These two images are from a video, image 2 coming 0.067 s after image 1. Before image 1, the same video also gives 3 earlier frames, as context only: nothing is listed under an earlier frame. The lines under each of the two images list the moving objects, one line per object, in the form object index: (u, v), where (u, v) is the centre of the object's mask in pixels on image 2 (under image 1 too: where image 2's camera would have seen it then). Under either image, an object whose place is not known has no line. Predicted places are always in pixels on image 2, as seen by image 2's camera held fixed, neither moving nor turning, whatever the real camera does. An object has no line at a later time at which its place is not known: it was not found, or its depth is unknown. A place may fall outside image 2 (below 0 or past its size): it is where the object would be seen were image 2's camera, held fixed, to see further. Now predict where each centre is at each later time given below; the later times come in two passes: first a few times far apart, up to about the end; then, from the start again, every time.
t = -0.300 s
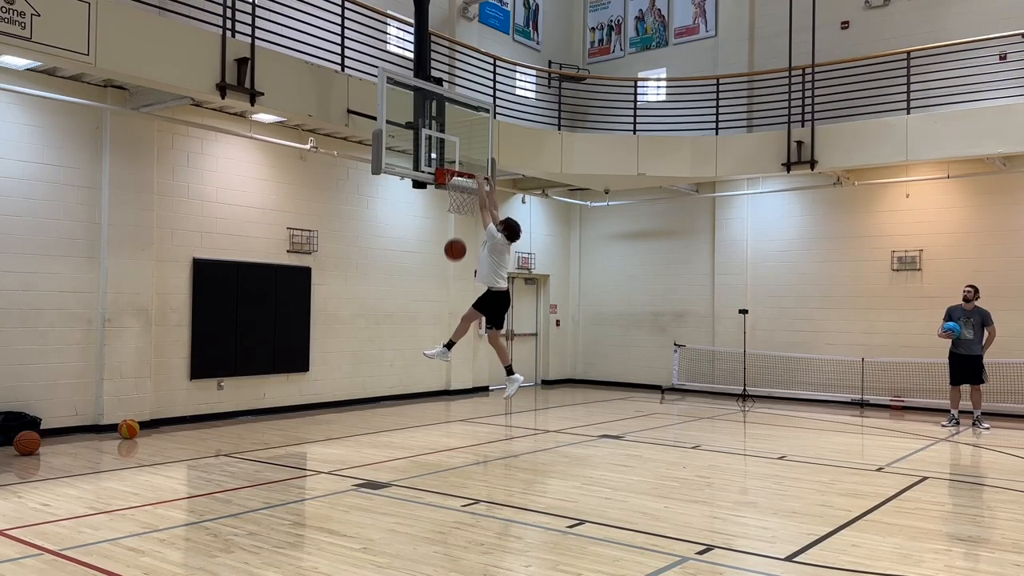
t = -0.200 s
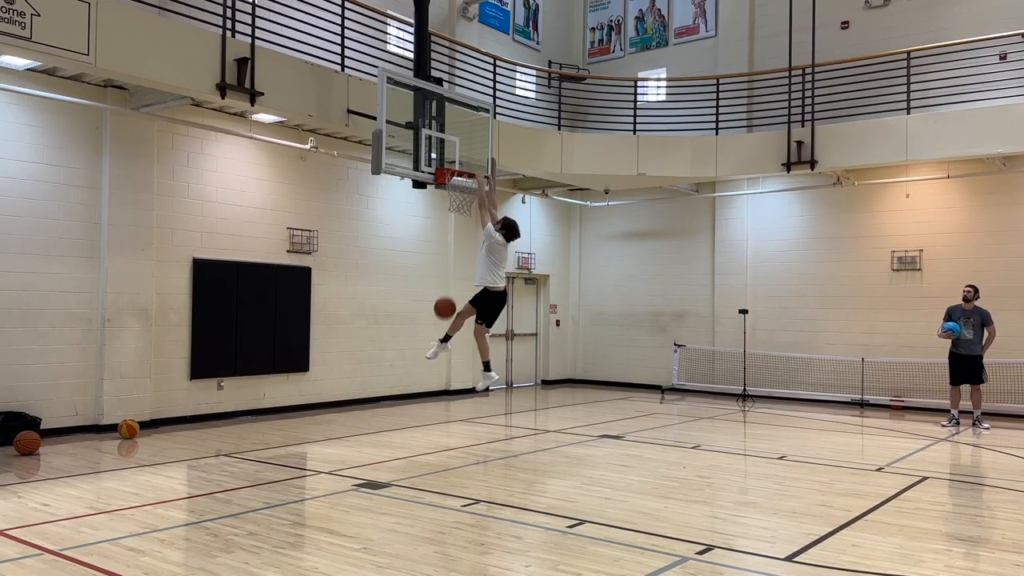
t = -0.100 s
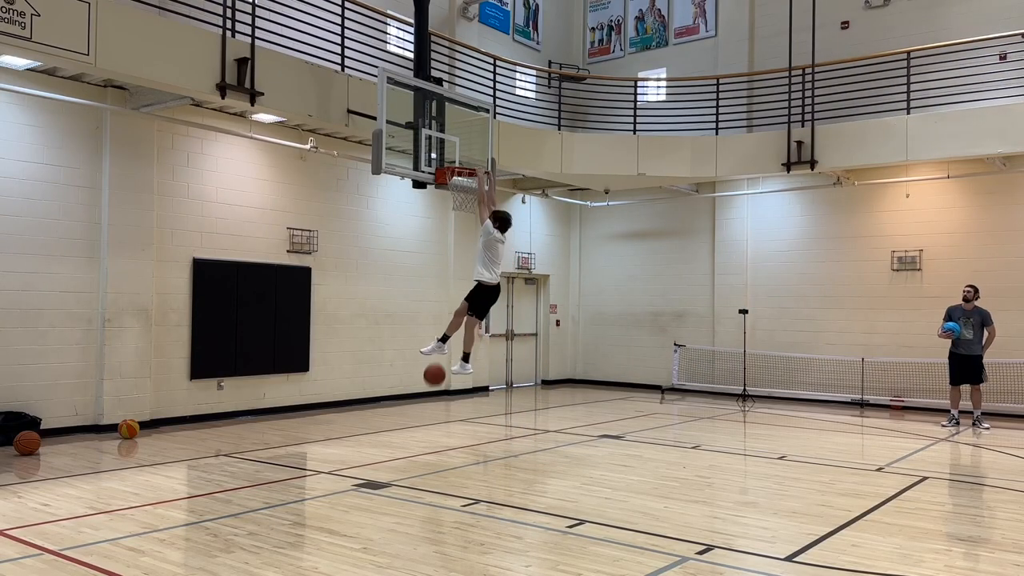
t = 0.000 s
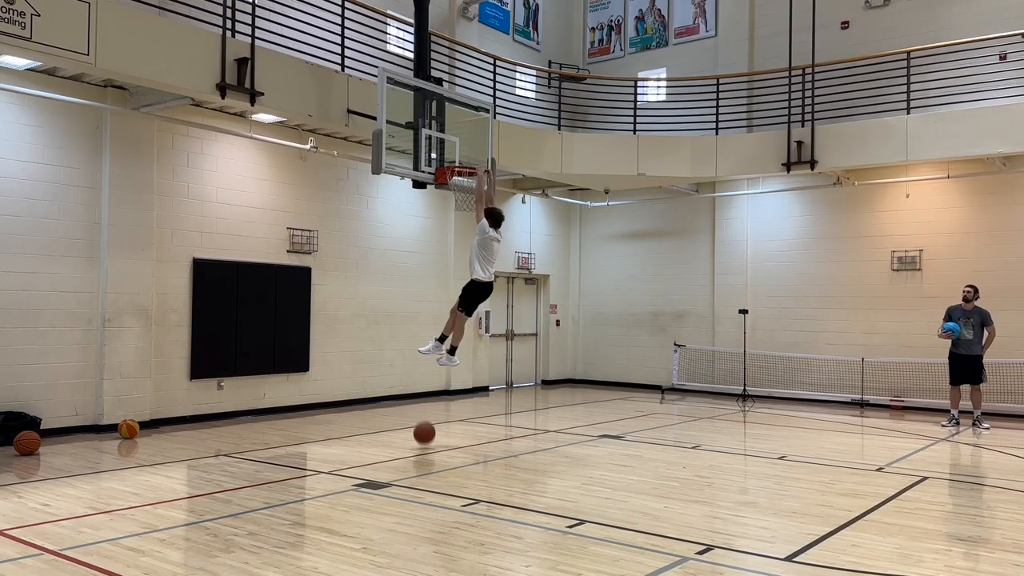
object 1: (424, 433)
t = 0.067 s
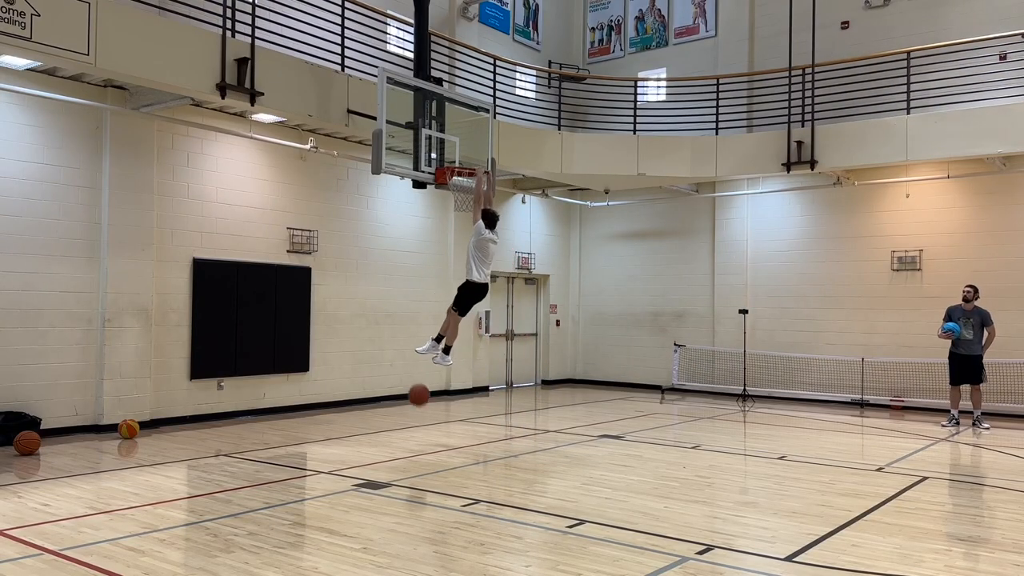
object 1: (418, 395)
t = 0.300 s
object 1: (399, 297)
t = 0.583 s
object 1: (376, 247)
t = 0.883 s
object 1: (351, 268)
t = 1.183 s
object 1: (325, 365)
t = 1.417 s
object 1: (310, 391)
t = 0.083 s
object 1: (417, 387)
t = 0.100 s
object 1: (416, 378)
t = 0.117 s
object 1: (414, 369)
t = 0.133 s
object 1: (413, 362)
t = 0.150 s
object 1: (412, 354)
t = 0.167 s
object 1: (410, 347)
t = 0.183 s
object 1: (409, 339)
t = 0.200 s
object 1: (407, 333)
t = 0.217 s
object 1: (406, 326)
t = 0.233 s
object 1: (405, 320)
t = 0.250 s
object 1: (403, 314)
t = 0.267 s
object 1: (402, 308)
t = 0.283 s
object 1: (401, 302)
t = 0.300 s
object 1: (399, 297)
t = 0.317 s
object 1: (398, 292)
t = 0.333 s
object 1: (396, 287)
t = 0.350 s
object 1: (395, 283)
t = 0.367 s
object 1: (394, 279)
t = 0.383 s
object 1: (392, 275)
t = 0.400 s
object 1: (391, 271)
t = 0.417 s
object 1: (389, 268)
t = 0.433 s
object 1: (388, 265)
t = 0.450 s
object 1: (387, 262)
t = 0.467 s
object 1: (385, 259)
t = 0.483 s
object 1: (384, 256)
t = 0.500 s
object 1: (383, 254)
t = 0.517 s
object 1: (381, 252)
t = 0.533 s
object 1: (380, 250)
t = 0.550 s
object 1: (378, 249)
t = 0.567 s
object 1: (377, 248)
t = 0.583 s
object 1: (376, 247)
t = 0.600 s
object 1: (374, 246)
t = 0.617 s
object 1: (373, 245)
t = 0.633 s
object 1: (371, 245)
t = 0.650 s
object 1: (370, 245)
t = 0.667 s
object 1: (369, 245)
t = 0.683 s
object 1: (367, 246)
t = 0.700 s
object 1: (366, 246)
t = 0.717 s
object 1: (365, 247)
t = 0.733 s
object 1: (363, 248)
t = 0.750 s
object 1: (362, 249)
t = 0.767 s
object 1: (360, 251)
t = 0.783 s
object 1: (359, 253)
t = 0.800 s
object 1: (358, 255)
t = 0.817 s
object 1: (356, 257)
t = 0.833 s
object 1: (355, 260)
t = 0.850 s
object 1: (354, 262)
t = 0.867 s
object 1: (352, 265)
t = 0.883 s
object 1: (351, 268)
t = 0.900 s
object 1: (349, 272)
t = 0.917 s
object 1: (348, 275)
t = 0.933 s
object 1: (346, 279)
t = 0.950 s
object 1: (345, 284)
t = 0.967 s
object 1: (344, 288)
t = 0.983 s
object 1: (342, 292)
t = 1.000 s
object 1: (341, 297)
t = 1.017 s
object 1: (339, 302)
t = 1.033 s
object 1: (338, 308)
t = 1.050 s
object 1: (336, 313)
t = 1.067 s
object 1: (335, 319)
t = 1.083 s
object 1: (334, 324)
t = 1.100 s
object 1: (332, 330)
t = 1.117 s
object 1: (331, 337)
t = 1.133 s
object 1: (329, 344)
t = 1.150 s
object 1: (328, 350)
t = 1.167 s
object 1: (327, 358)
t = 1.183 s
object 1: (325, 365)
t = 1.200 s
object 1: (324, 372)
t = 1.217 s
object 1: (322, 380)
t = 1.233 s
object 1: (321, 388)
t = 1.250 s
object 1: (320, 396)
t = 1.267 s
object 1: (318, 404)
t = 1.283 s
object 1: (317, 413)
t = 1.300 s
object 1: (315, 422)
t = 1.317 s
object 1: (314, 430)
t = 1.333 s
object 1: (313, 423)
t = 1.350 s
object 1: (313, 416)
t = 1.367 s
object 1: (312, 410)
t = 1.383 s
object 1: (311, 403)
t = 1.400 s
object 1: (310, 397)
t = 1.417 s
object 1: (310, 391)
